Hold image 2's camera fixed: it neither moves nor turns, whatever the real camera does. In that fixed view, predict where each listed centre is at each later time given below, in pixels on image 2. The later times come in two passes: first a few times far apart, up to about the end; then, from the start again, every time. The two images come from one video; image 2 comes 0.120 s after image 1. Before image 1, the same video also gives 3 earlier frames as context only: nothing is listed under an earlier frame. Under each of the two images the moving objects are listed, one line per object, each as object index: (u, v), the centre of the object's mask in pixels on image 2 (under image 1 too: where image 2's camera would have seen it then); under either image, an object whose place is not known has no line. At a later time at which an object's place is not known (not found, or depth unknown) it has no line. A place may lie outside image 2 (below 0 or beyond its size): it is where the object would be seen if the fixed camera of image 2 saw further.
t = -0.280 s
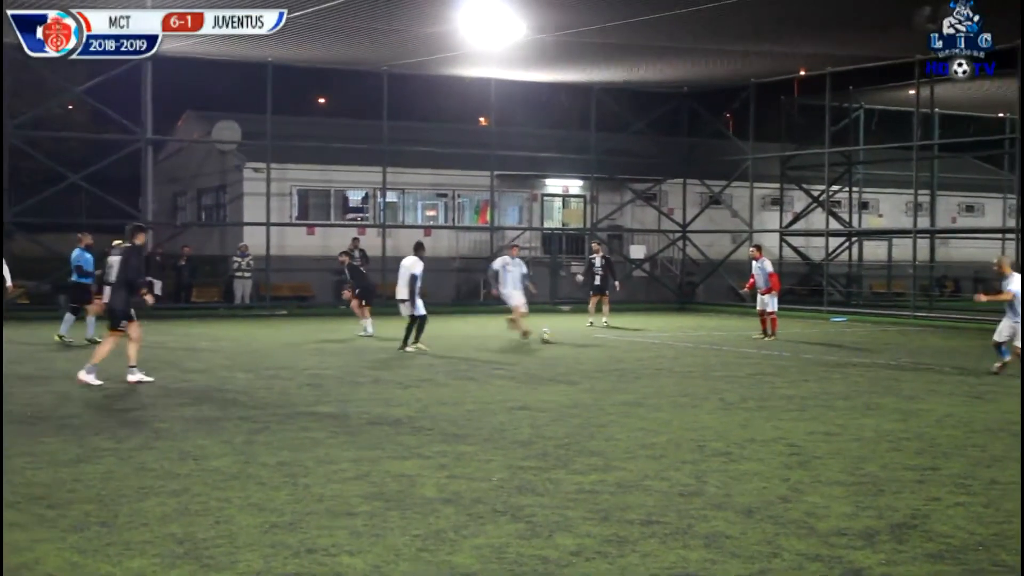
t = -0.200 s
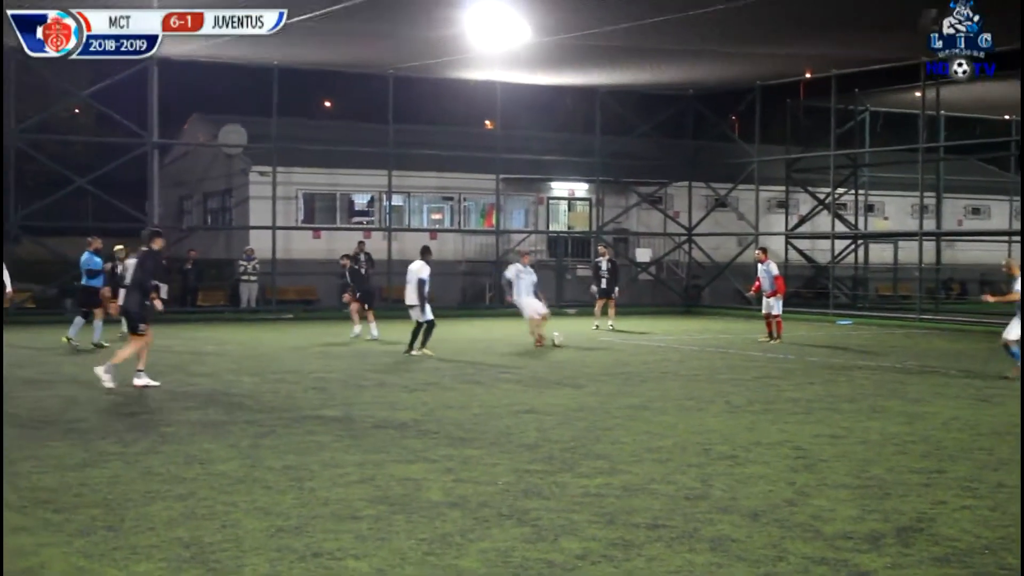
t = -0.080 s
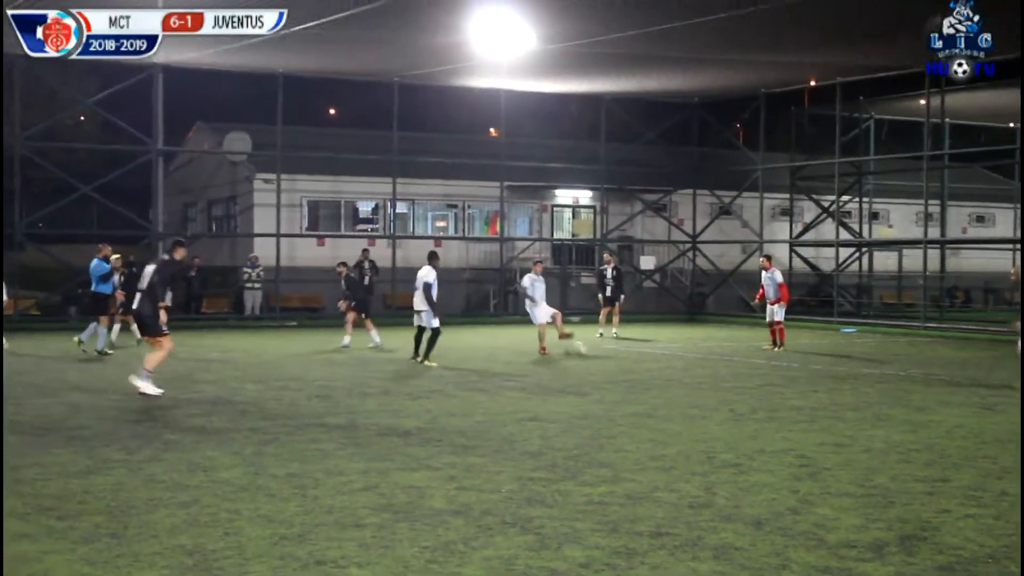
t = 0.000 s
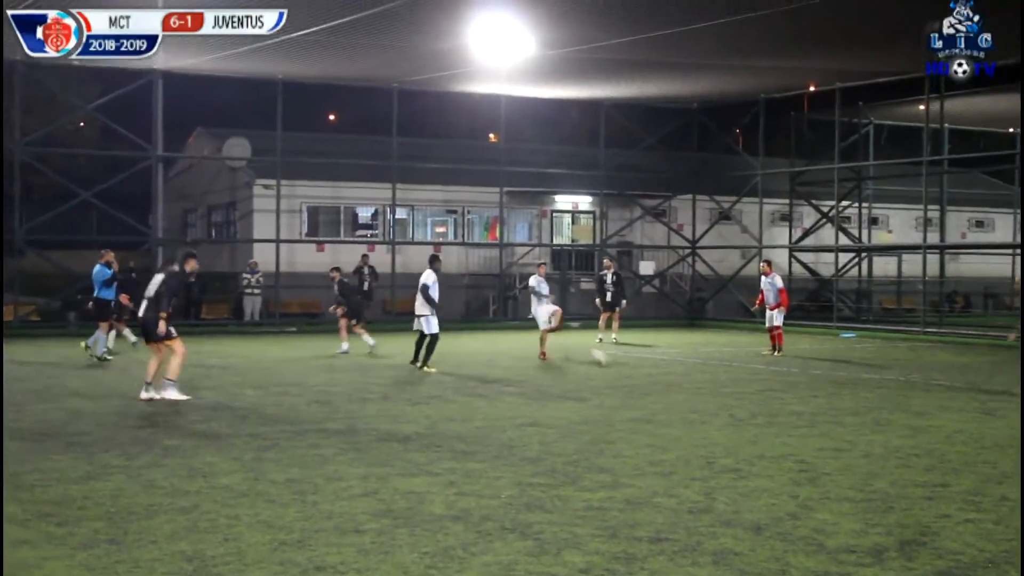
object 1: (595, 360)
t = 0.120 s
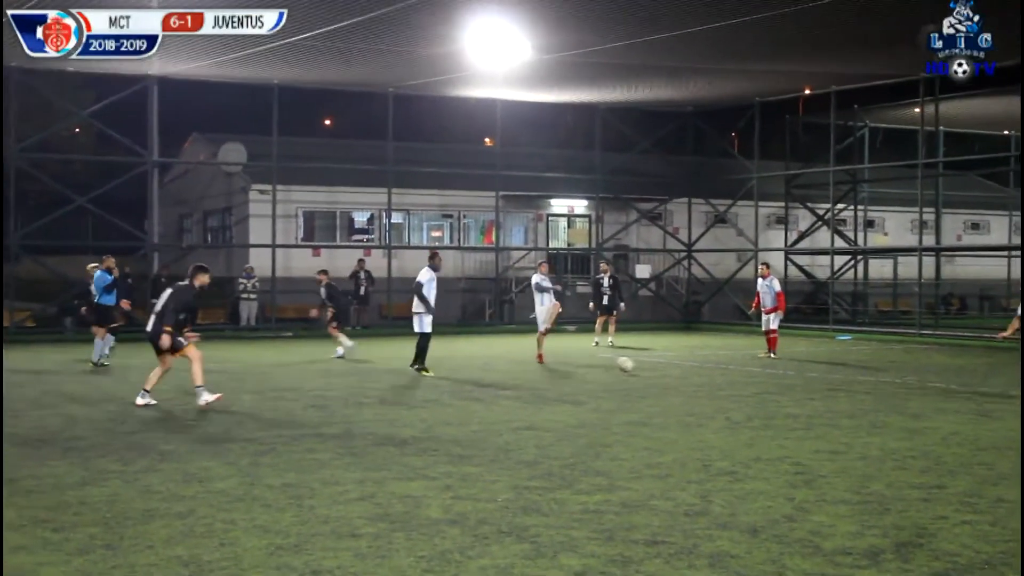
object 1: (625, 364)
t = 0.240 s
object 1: (654, 370)
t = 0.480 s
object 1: (714, 377)
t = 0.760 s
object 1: (794, 388)
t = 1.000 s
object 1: (868, 403)
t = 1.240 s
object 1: (951, 416)
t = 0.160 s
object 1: (635, 366)
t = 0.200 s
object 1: (645, 369)
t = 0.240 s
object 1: (654, 370)
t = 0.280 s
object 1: (664, 369)
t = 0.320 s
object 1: (673, 369)
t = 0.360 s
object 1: (683, 370)
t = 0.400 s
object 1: (693, 373)
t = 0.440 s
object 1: (704, 378)
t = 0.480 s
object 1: (714, 377)
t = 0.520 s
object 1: (725, 377)
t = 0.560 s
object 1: (735, 377)
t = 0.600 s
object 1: (747, 380)
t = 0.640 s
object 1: (758, 383)
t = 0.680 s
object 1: (769, 388)
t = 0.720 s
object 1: (781, 387)
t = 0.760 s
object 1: (794, 388)
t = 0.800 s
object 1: (805, 391)
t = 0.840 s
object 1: (817, 395)
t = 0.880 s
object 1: (829, 397)
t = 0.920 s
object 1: (842, 397)
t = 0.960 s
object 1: (855, 399)
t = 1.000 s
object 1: (868, 403)
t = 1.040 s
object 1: (882, 404)
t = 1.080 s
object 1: (897, 404)
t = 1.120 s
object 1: (912, 407)
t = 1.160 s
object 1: (927, 412)
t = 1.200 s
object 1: (944, 415)
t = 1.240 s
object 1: (951, 416)
